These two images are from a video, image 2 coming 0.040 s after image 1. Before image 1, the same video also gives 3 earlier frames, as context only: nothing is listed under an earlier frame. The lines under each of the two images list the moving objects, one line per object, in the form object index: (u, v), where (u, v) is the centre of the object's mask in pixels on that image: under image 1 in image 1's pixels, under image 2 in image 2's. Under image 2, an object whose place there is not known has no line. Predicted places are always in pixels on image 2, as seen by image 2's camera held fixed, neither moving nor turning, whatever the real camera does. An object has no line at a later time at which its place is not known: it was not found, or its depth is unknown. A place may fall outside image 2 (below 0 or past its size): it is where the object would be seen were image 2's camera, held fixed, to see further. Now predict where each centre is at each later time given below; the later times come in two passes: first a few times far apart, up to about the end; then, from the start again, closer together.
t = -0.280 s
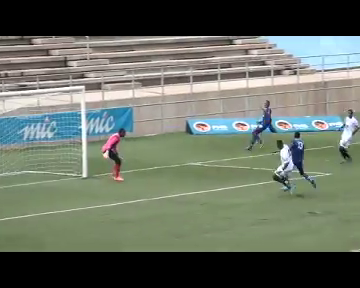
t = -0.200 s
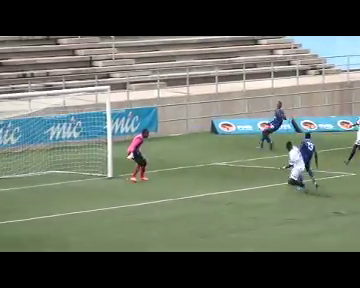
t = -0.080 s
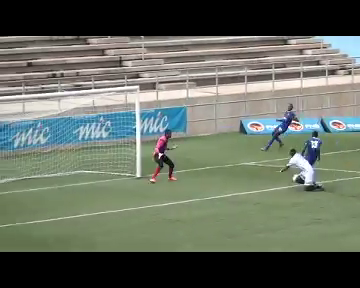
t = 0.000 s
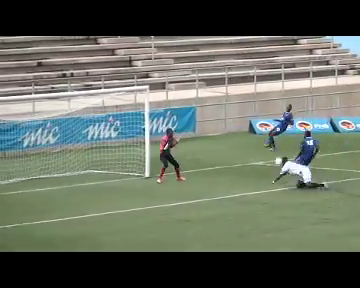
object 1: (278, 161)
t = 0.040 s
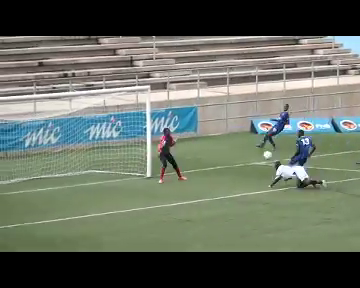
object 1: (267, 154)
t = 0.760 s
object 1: (71, 140)
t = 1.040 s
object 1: (57, 160)
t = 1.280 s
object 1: (46, 165)
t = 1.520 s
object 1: (46, 168)
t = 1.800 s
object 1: (45, 172)
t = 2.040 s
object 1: (43, 173)
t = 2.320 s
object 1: (42, 175)
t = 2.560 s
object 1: (42, 175)
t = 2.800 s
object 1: (43, 176)
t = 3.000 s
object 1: (42, 176)
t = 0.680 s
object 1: (78, 138)
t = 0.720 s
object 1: (74, 139)
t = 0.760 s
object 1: (71, 140)
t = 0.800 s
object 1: (68, 142)
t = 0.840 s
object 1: (66, 145)
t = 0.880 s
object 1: (64, 147)
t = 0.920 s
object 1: (62, 150)
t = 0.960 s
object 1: (60, 153)
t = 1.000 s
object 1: (59, 156)
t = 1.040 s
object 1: (57, 160)
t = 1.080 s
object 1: (56, 165)
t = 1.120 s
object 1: (55, 169)
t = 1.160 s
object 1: (52, 170)
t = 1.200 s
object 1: (49, 167)
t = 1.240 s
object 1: (47, 166)
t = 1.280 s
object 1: (46, 165)
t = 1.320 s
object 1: (45, 164)
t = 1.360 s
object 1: (45, 164)
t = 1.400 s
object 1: (44, 164)
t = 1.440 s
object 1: (45, 165)
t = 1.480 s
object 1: (45, 167)
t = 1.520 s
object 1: (46, 168)
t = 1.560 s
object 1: (46, 171)
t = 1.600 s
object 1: (46, 172)
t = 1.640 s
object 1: (46, 171)
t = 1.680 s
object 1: (46, 171)
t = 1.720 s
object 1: (46, 171)
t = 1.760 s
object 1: (45, 172)
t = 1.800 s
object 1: (45, 172)
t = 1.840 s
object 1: (45, 172)
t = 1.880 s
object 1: (44, 172)
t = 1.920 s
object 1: (44, 172)
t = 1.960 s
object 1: (44, 173)
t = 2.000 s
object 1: (43, 173)
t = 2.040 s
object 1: (43, 173)
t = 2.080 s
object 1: (43, 173)
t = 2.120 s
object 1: (43, 173)
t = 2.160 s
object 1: (42, 173)
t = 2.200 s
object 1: (42, 174)
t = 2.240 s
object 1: (42, 174)
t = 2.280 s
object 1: (42, 174)
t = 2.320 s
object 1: (42, 175)
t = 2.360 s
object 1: (42, 175)
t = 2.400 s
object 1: (43, 175)
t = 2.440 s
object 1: (42, 175)
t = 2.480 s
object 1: (42, 175)
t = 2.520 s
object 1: (42, 175)
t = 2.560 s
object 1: (42, 175)
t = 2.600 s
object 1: (42, 175)
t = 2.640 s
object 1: (42, 175)
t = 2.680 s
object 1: (42, 175)
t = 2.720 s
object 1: (42, 175)
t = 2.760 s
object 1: (42, 176)
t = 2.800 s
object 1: (43, 176)
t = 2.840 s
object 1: (42, 176)
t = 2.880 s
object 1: (42, 176)
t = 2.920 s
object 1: (42, 176)
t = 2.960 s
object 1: (42, 176)
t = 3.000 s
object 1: (42, 176)
